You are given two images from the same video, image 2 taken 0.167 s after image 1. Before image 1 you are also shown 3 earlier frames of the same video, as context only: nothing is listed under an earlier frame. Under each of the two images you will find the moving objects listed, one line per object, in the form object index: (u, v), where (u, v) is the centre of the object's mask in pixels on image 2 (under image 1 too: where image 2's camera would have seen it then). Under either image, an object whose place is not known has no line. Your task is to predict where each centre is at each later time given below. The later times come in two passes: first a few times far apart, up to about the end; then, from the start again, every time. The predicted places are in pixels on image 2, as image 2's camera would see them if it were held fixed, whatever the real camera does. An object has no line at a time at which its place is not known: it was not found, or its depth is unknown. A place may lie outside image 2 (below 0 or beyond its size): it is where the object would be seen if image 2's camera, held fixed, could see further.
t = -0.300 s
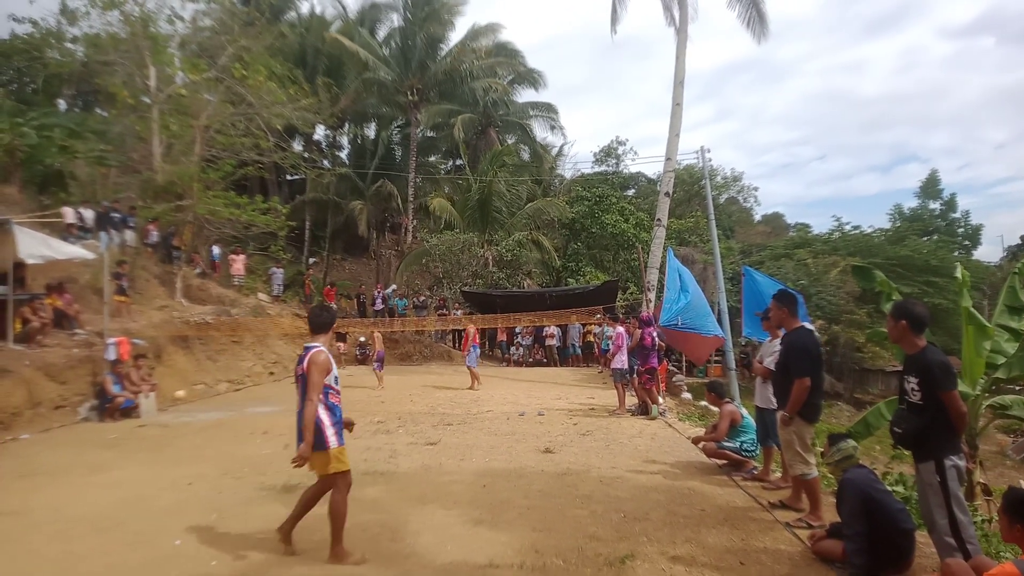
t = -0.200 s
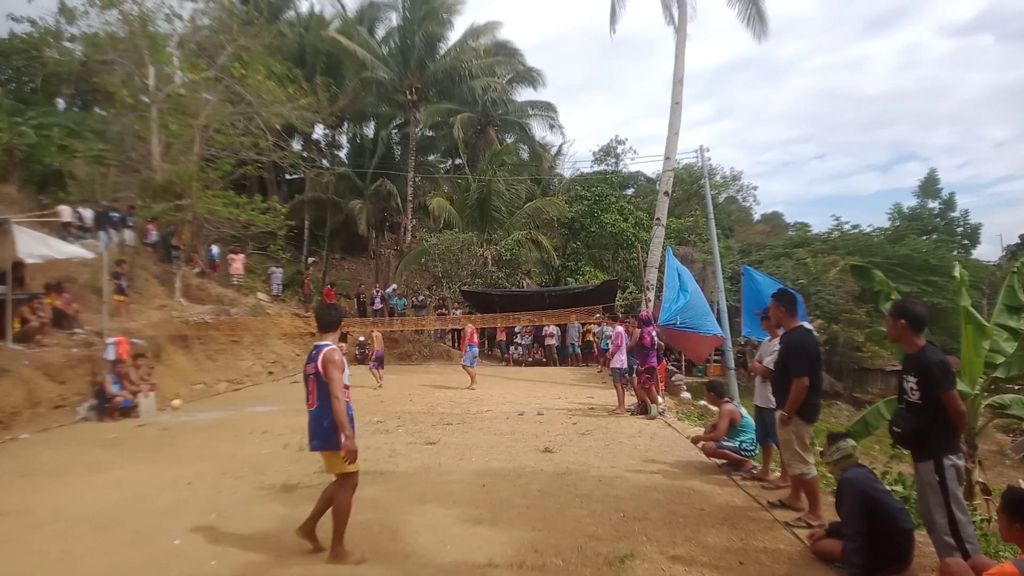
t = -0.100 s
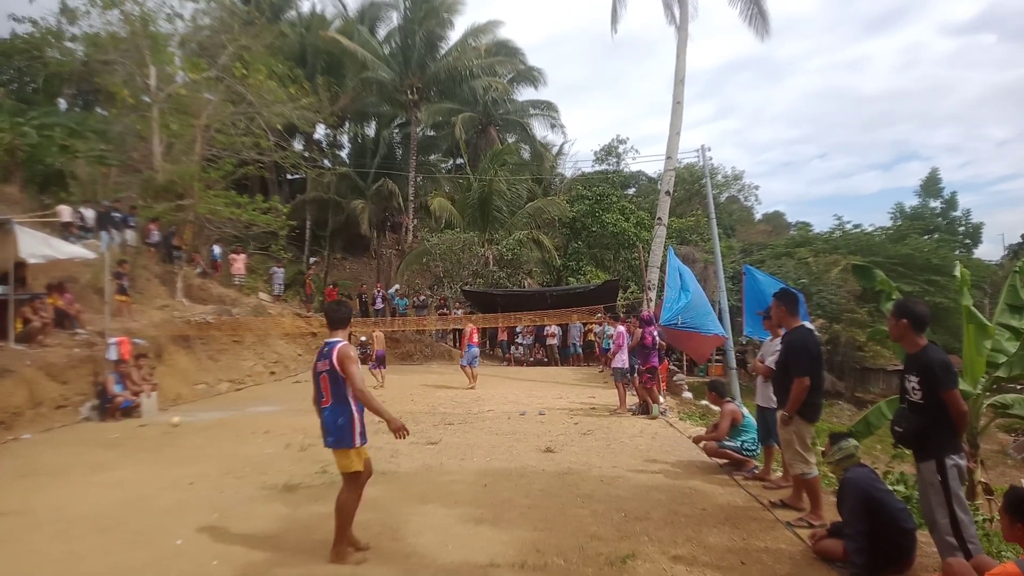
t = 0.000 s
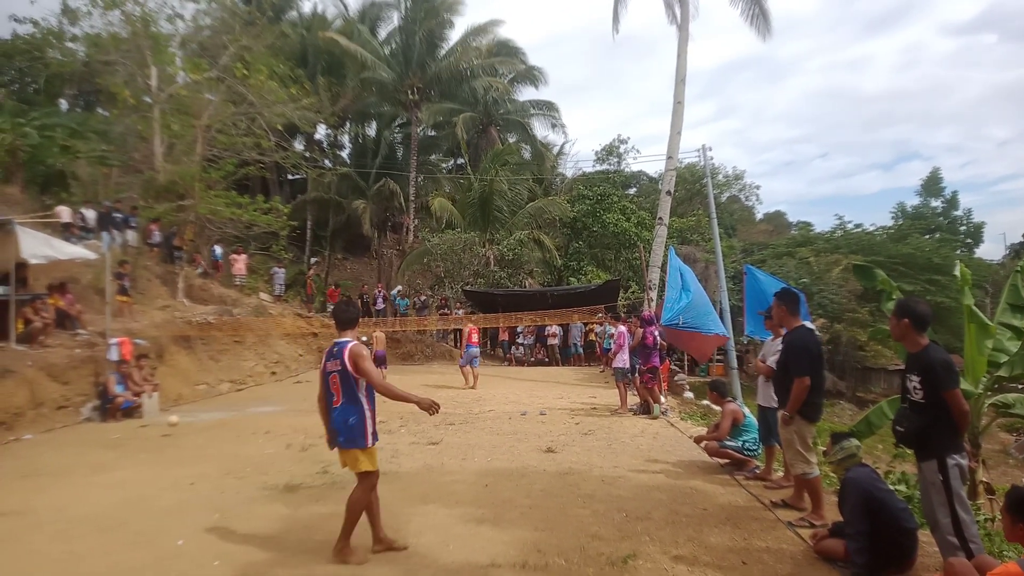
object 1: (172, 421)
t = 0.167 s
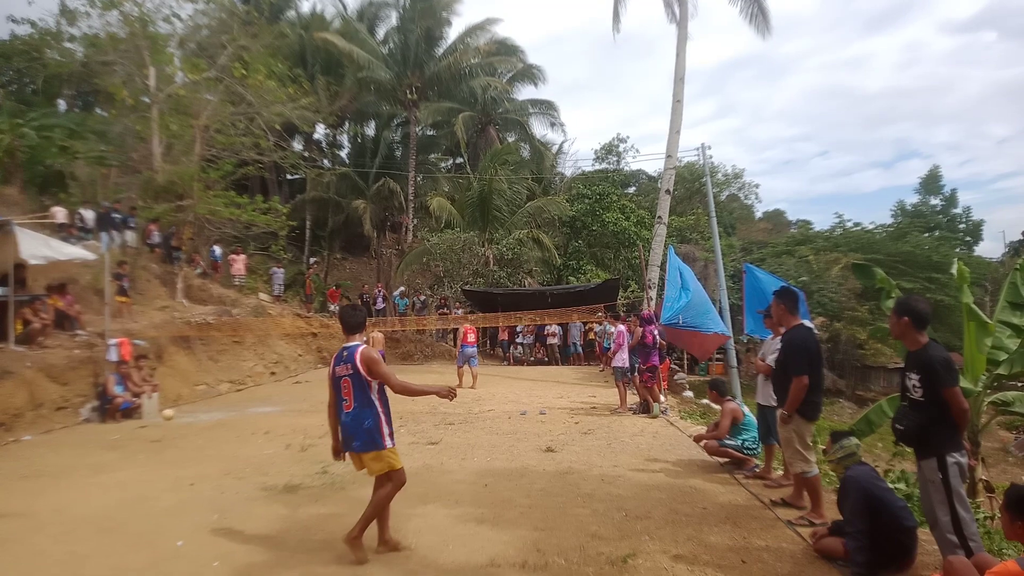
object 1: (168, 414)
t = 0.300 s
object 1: (165, 424)
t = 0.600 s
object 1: (157, 438)
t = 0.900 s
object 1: (152, 455)
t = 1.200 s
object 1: (148, 472)
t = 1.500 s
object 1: (149, 489)
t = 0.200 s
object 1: (167, 416)
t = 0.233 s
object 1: (166, 418)
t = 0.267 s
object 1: (166, 420)
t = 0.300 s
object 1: (165, 424)
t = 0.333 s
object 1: (164, 429)
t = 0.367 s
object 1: (163, 435)
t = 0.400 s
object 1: (163, 442)
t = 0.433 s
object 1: (162, 446)
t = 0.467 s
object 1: (161, 443)
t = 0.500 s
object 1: (160, 440)
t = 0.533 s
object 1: (159, 439)
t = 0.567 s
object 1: (159, 438)
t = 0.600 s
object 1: (157, 438)
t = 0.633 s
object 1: (156, 440)
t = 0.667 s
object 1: (156, 442)
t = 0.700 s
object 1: (155, 445)
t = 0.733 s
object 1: (155, 450)
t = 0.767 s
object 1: (154, 456)
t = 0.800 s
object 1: (152, 462)
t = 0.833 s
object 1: (153, 458)
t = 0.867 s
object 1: (152, 456)
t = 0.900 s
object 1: (152, 455)
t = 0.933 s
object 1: (152, 456)
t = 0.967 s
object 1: (150, 457)
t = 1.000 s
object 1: (150, 458)
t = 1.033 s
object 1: (150, 461)
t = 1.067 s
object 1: (150, 466)
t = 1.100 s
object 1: (150, 472)
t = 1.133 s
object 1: (149, 477)
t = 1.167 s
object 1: (148, 474)
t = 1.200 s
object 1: (148, 472)
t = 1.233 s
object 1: (148, 472)
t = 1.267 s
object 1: (148, 472)
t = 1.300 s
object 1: (147, 474)
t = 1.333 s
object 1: (146, 478)
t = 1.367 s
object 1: (147, 482)
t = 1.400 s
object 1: (147, 487)
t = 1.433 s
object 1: (148, 493)
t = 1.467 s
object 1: (147, 491)
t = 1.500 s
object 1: (149, 489)
